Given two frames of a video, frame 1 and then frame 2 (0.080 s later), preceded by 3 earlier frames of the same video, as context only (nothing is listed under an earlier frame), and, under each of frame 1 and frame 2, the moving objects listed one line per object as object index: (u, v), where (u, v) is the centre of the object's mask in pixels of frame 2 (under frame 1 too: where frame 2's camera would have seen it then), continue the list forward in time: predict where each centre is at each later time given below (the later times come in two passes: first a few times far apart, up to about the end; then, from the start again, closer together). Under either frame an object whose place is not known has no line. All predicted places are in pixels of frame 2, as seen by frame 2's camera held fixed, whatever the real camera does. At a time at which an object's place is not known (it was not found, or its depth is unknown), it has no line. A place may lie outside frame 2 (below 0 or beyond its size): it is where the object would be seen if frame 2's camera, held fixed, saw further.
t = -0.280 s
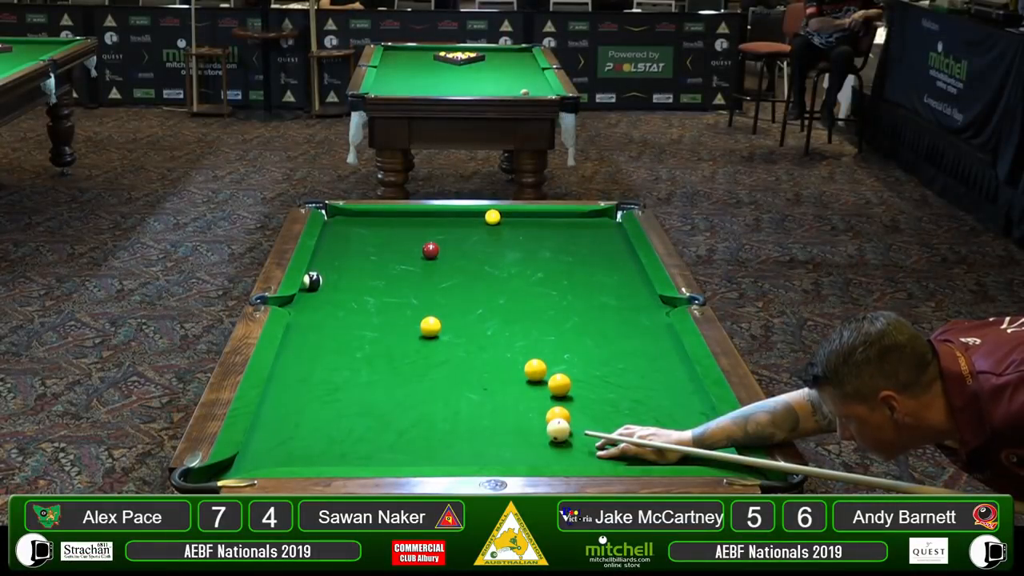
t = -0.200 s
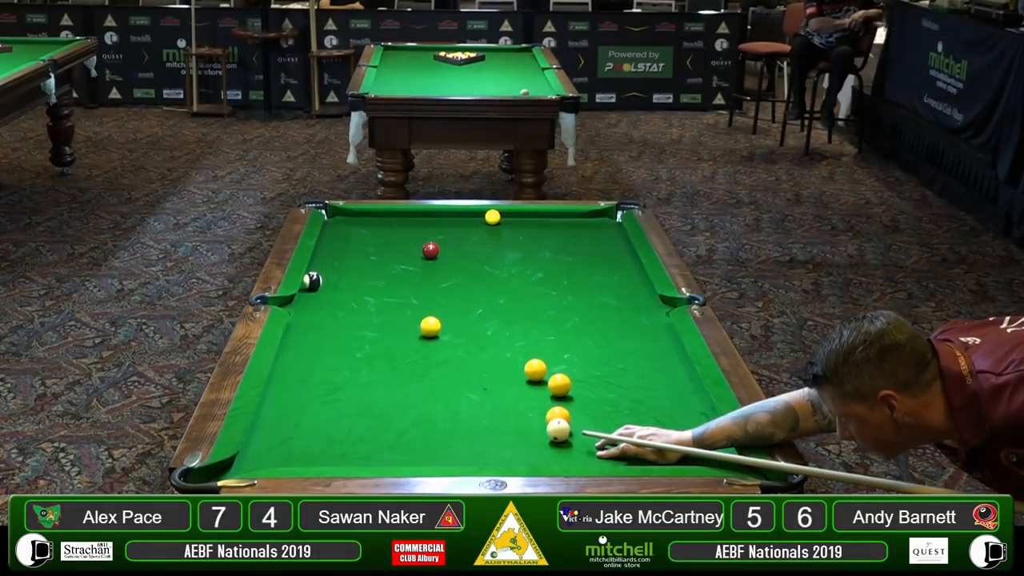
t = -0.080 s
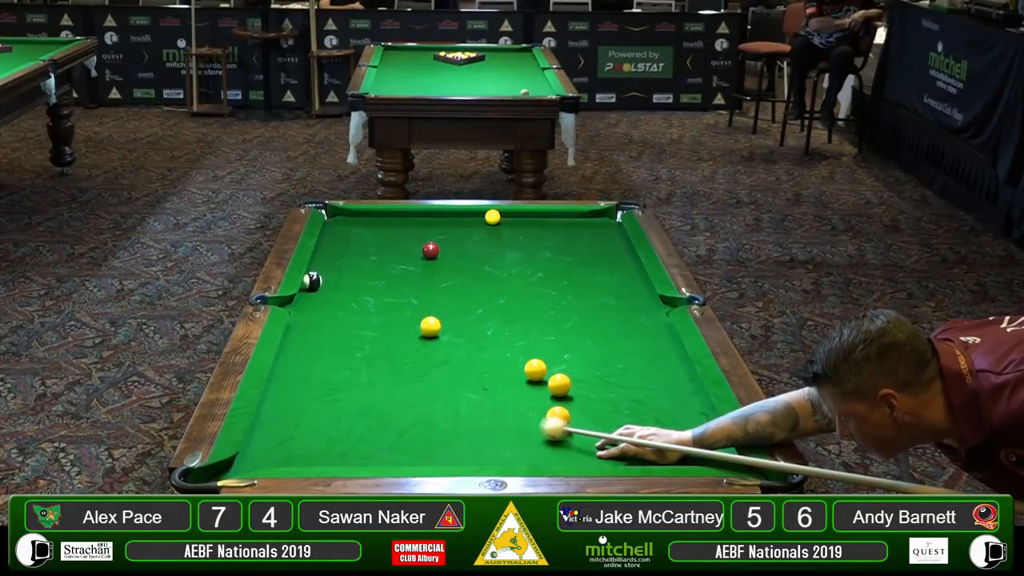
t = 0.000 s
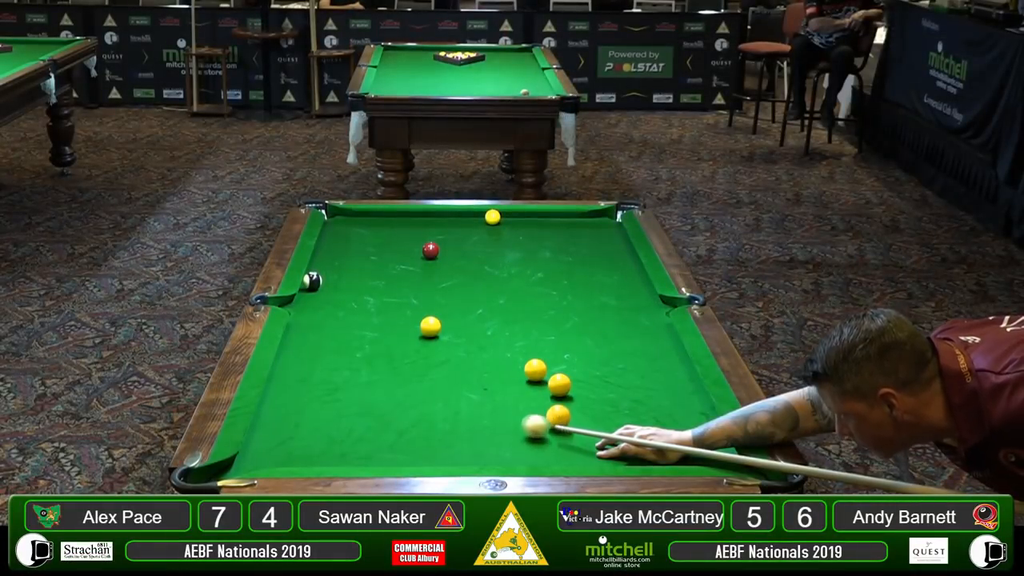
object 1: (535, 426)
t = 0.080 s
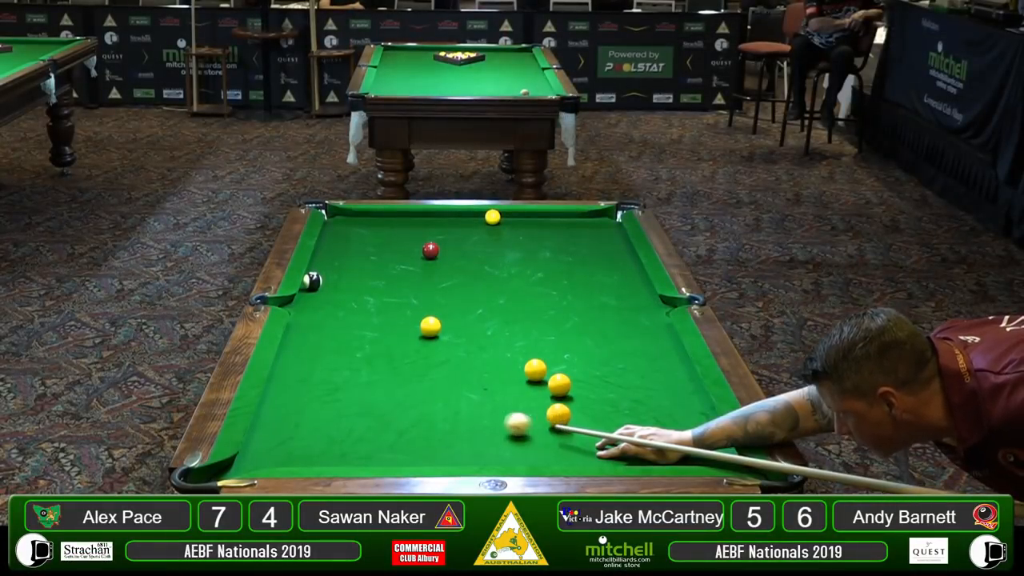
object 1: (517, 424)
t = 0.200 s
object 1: (492, 420)
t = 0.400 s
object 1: (452, 416)
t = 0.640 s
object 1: (407, 410)
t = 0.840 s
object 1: (373, 406)
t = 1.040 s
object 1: (340, 403)
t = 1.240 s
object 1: (310, 399)
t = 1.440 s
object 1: (282, 396)
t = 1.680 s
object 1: (286, 393)
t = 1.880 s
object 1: (303, 391)
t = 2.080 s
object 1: (319, 389)
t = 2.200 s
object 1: (327, 388)
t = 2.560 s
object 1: (348, 385)
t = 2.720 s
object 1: (354, 384)
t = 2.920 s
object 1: (362, 383)
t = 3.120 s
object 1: (367, 383)
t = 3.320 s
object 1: (371, 383)
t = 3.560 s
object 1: (374, 382)
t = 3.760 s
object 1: (374, 382)
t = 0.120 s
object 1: (509, 423)
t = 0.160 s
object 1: (500, 421)
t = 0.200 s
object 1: (492, 420)
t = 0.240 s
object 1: (484, 419)
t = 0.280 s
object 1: (476, 418)
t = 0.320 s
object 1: (468, 418)
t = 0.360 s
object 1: (460, 417)
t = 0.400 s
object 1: (452, 416)
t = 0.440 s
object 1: (444, 415)
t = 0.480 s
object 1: (437, 414)
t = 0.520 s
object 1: (429, 413)
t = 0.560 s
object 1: (422, 412)
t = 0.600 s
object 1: (415, 411)
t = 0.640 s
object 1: (407, 410)
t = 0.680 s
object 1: (400, 409)
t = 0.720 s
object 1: (393, 408)
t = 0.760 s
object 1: (386, 408)
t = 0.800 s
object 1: (379, 407)
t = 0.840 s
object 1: (373, 406)
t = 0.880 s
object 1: (366, 406)
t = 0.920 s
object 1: (359, 405)
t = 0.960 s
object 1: (353, 404)
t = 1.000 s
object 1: (347, 403)
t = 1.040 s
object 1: (340, 403)
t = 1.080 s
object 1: (334, 402)
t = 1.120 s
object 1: (328, 401)
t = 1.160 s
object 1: (322, 401)
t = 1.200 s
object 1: (316, 400)
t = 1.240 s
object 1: (310, 399)
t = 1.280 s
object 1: (304, 399)
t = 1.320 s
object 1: (298, 398)
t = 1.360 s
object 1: (293, 397)
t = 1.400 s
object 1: (288, 397)
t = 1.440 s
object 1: (282, 396)
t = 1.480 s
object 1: (277, 395)
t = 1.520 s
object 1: (272, 395)
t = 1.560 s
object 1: (275, 395)
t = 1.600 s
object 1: (278, 394)
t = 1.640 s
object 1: (283, 394)
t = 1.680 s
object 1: (286, 393)
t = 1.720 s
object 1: (290, 393)
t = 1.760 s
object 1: (293, 392)
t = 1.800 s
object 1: (297, 392)
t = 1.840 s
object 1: (300, 392)
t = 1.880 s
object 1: (303, 391)
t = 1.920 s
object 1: (307, 391)
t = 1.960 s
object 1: (310, 391)
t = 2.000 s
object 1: (313, 390)
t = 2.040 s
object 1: (316, 390)
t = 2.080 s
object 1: (319, 389)
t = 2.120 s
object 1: (321, 389)
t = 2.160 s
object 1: (324, 388)
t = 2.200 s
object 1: (327, 388)
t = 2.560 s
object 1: (348, 385)
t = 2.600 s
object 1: (349, 385)
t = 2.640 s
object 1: (351, 384)
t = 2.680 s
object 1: (353, 384)
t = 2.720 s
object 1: (354, 384)
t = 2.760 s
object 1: (356, 384)
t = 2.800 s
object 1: (358, 384)
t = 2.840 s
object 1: (359, 384)
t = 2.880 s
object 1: (360, 383)
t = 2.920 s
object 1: (362, 383)
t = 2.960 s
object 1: (363, 383)
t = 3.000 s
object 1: (364, 383)
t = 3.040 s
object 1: (365, 383)
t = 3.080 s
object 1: (366, 383)
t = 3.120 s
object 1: (367, 383)
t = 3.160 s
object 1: (368, 383)
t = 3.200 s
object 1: (369, 383)
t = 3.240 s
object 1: (370, 383)
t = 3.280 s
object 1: (370, 383)
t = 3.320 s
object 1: (371, 383)
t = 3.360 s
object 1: (372, 382)
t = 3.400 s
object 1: (372, 382)
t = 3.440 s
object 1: (373, 382)
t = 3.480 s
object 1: (373, 382)
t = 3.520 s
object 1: (373, 382)
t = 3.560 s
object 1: (374, 382)
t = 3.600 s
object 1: (374, 382)
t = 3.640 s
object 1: (374, 382)
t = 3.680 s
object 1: (374, 382)
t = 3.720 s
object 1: (374, 382)
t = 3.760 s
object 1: (374, 382)
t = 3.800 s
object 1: (374, 382)
